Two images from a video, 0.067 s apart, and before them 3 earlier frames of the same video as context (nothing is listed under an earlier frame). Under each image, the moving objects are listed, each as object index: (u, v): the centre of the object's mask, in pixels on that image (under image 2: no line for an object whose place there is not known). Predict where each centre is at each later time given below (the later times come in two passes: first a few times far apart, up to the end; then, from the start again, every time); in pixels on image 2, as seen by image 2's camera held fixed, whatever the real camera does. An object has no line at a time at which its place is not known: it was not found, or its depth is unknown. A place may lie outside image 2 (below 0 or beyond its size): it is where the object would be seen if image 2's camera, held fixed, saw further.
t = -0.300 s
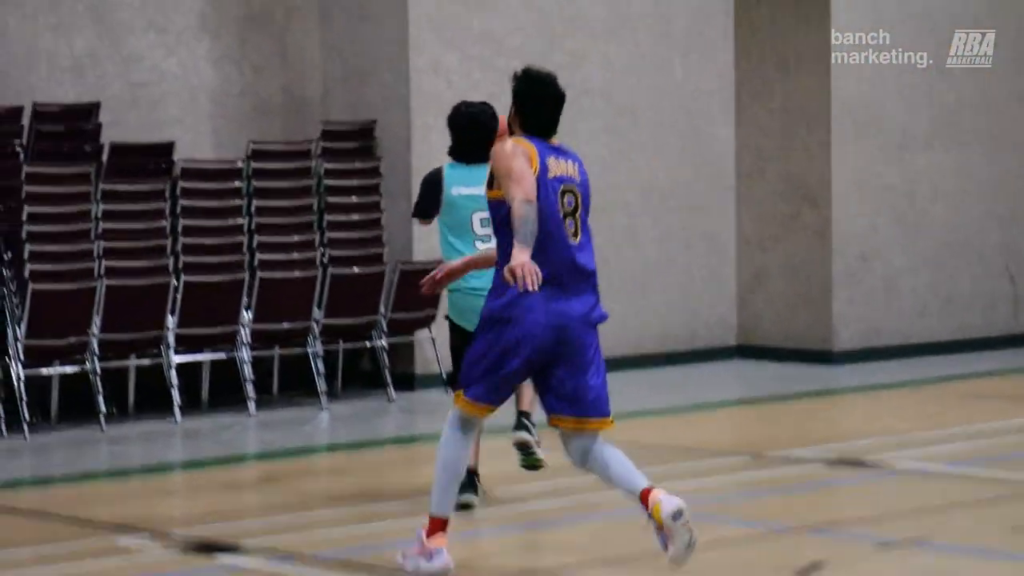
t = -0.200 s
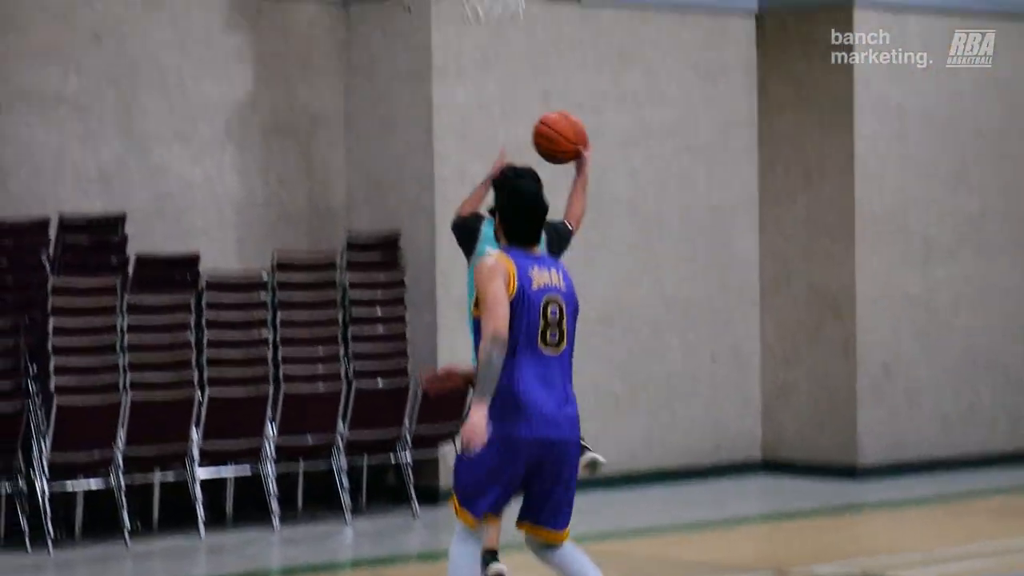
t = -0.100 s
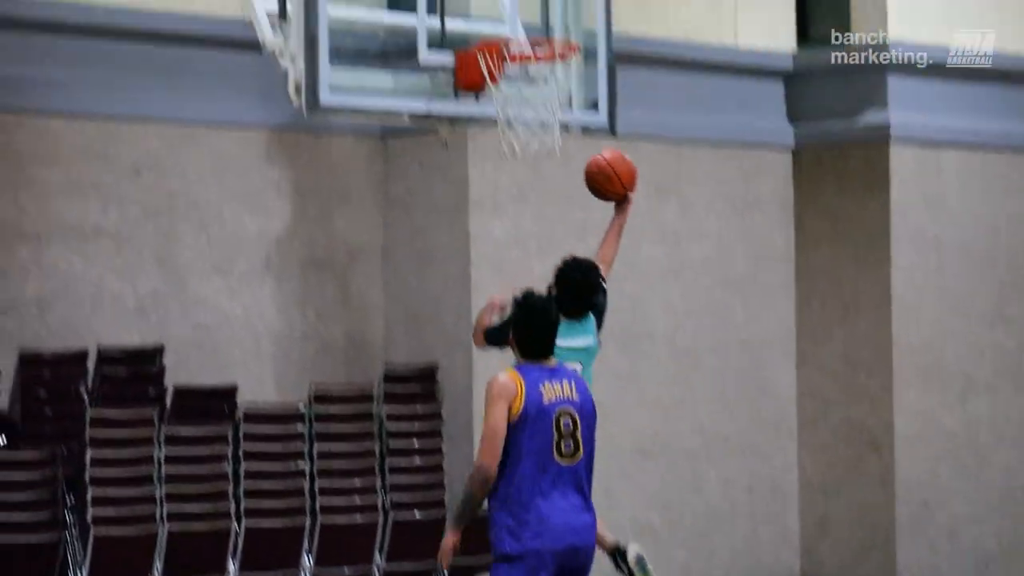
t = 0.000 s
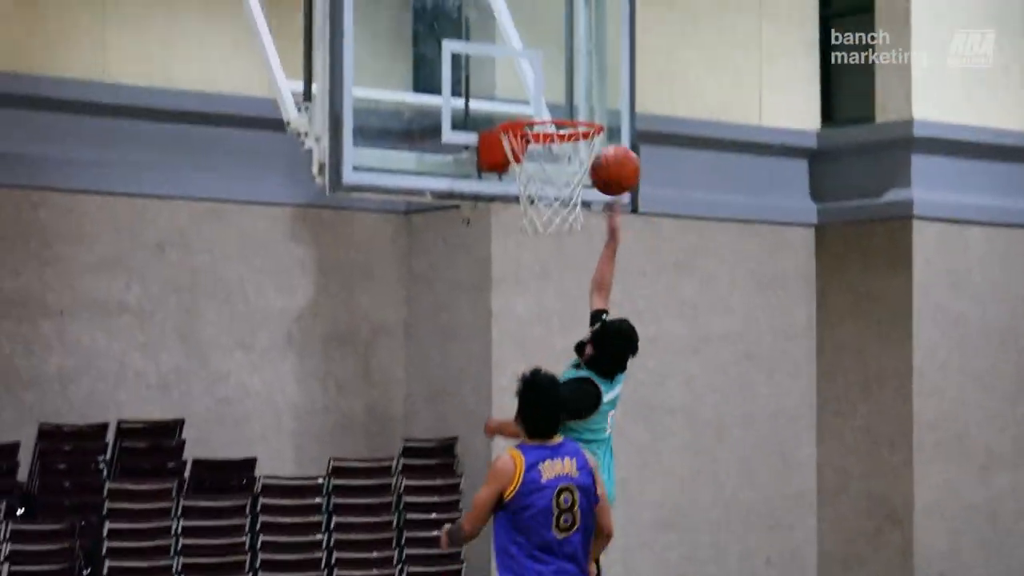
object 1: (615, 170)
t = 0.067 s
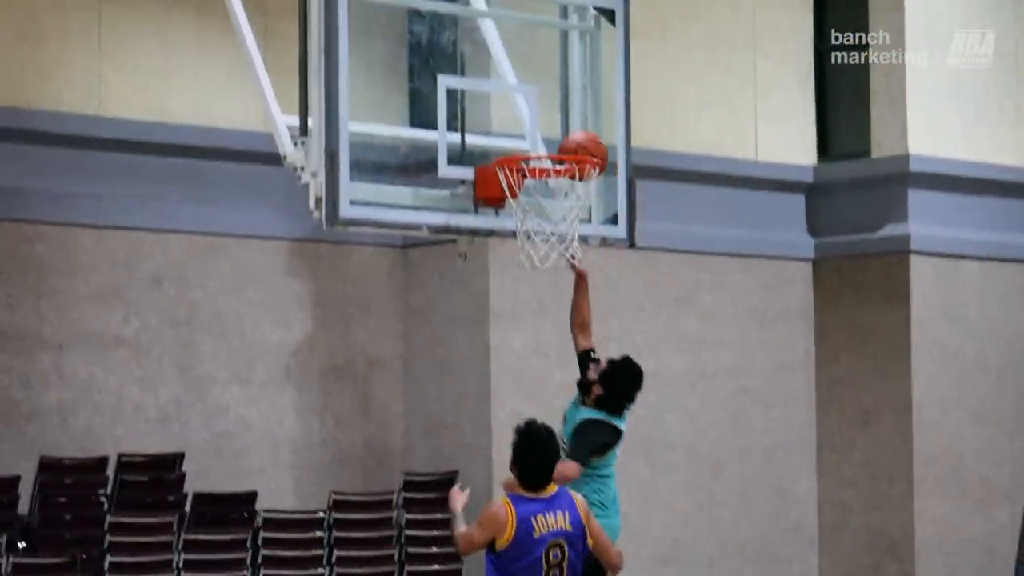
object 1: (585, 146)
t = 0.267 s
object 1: (556, 88)
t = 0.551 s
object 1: (562, 132)
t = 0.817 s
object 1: (530, 145)
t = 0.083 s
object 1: (576, 140)
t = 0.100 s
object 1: (568, 134)
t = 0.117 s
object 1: (561, 126)
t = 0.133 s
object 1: (554, 117)
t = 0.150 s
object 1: (552, 111)
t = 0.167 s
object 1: (552, 106)
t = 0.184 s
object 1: (553, 101)
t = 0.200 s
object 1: (554, 98)
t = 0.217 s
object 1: (554, 95)
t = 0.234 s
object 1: (555, 92)
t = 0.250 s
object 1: (555, 90)
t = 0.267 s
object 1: (556, 88)
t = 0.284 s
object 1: (556, 87)
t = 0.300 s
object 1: (557, 87)
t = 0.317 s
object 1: (557, 87)
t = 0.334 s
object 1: (558, 88)
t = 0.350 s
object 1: (558, 89)
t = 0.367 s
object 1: (559, 91)
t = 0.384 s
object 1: (560, 94)
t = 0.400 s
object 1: (560, 98)
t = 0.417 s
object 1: (561, 102)
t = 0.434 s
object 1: (561, 106)
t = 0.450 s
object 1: (562, 111)
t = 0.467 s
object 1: (562, 117)
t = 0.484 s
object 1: (563, 124)
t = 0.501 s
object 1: (564, 130)
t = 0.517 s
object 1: (564, 134)
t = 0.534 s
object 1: (563, 134)
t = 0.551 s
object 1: (562, 132)
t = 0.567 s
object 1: (562, 133)
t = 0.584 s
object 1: (561, 134)
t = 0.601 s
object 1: (560, 134)
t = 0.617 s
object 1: (560, 136)
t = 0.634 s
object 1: (559, 138)
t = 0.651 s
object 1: (558, 139)
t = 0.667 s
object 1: (557, 141)
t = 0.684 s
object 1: (557, 143)
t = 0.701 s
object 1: (554, 142)
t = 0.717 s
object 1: (551, 142)
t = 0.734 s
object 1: (548, 142)
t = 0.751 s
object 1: (544, 142)
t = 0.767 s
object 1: (540, 142)
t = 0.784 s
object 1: (537, 143)
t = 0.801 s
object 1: (534, 143)
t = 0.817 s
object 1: (530, 145)
